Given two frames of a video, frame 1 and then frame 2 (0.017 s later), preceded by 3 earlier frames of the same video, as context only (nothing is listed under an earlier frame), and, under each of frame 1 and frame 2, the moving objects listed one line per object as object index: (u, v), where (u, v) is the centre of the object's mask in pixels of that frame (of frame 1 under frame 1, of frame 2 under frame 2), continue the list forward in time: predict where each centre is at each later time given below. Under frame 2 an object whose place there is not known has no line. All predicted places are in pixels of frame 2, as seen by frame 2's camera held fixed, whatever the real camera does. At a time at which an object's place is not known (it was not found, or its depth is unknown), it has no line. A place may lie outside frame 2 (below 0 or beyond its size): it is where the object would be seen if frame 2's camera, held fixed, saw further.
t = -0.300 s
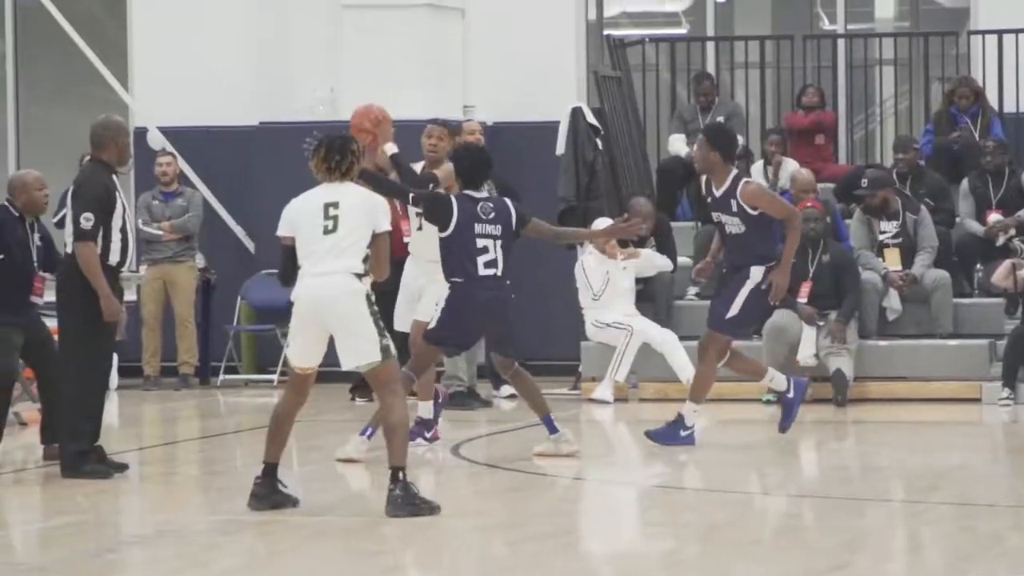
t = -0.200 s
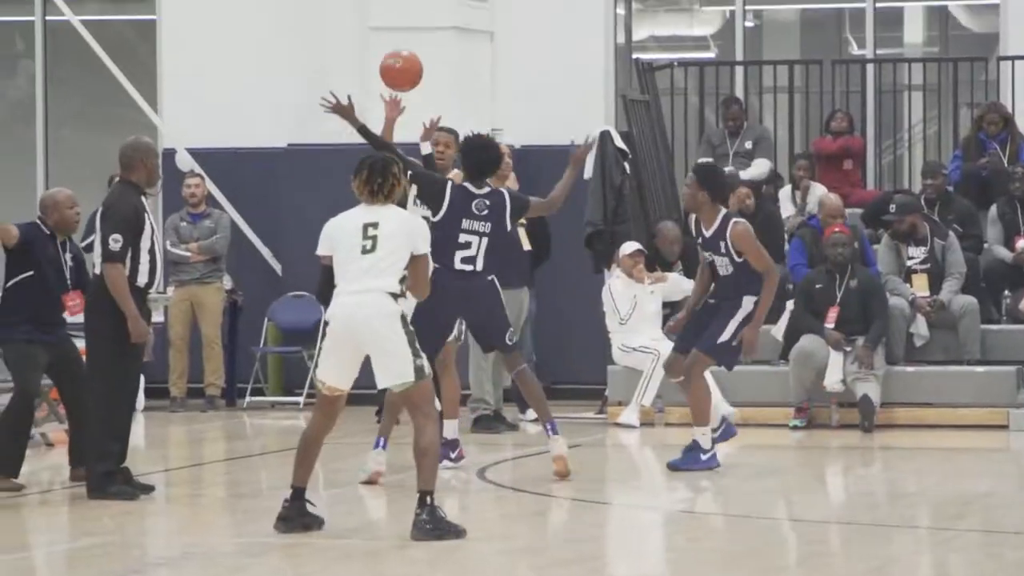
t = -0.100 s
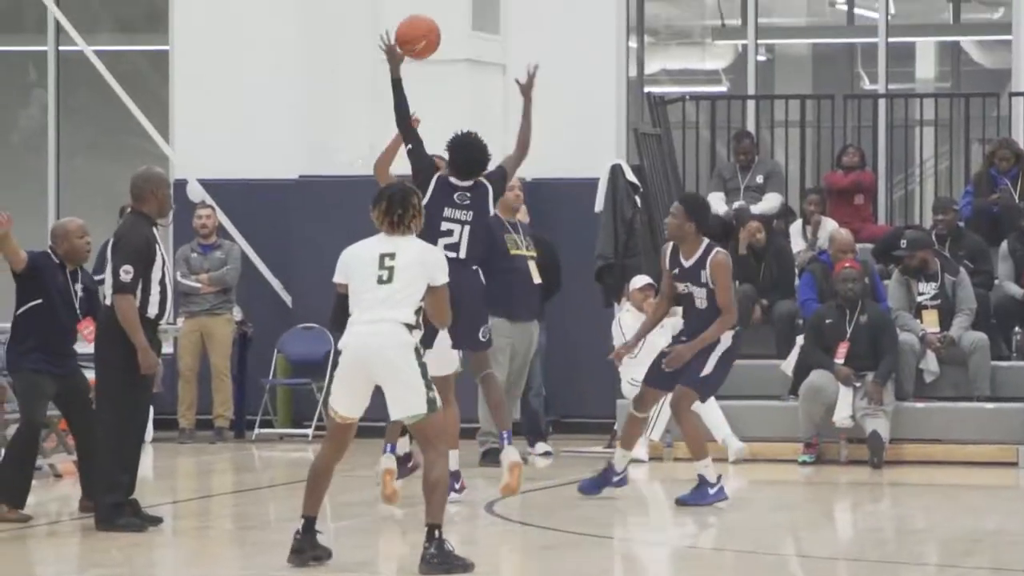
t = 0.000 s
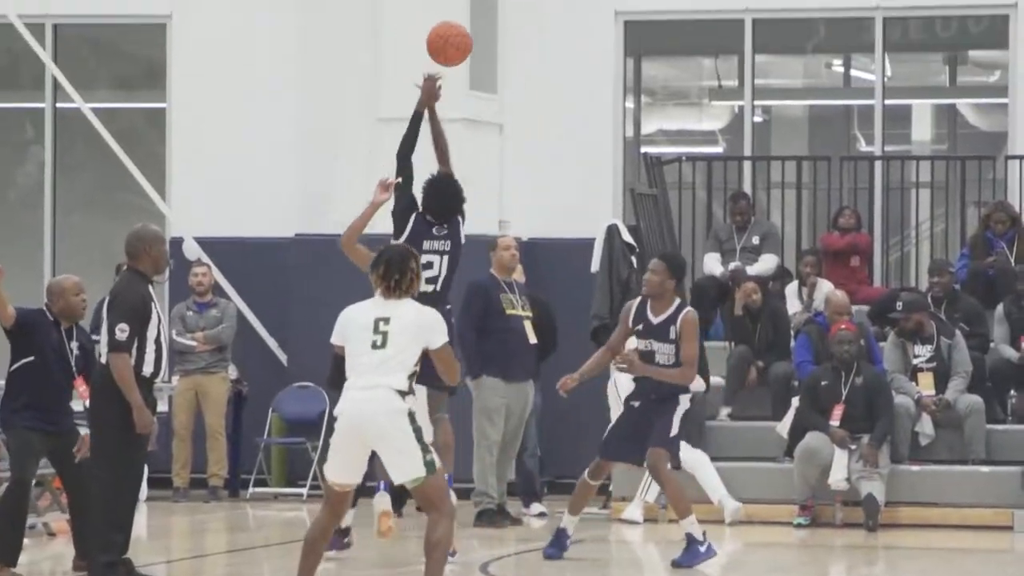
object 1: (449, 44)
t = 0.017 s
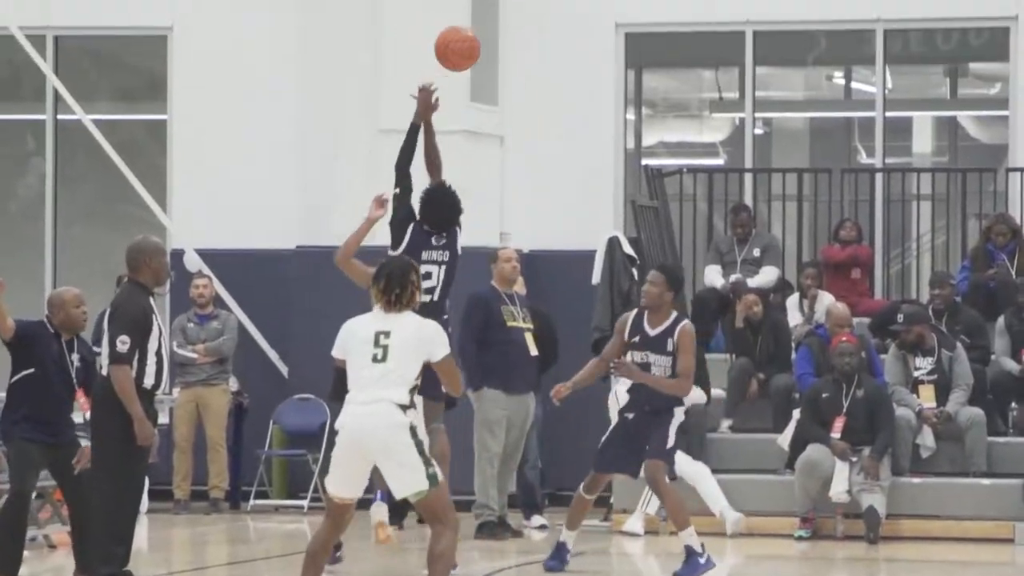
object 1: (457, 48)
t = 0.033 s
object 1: (462, 40)
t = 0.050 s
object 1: (469, 32)
